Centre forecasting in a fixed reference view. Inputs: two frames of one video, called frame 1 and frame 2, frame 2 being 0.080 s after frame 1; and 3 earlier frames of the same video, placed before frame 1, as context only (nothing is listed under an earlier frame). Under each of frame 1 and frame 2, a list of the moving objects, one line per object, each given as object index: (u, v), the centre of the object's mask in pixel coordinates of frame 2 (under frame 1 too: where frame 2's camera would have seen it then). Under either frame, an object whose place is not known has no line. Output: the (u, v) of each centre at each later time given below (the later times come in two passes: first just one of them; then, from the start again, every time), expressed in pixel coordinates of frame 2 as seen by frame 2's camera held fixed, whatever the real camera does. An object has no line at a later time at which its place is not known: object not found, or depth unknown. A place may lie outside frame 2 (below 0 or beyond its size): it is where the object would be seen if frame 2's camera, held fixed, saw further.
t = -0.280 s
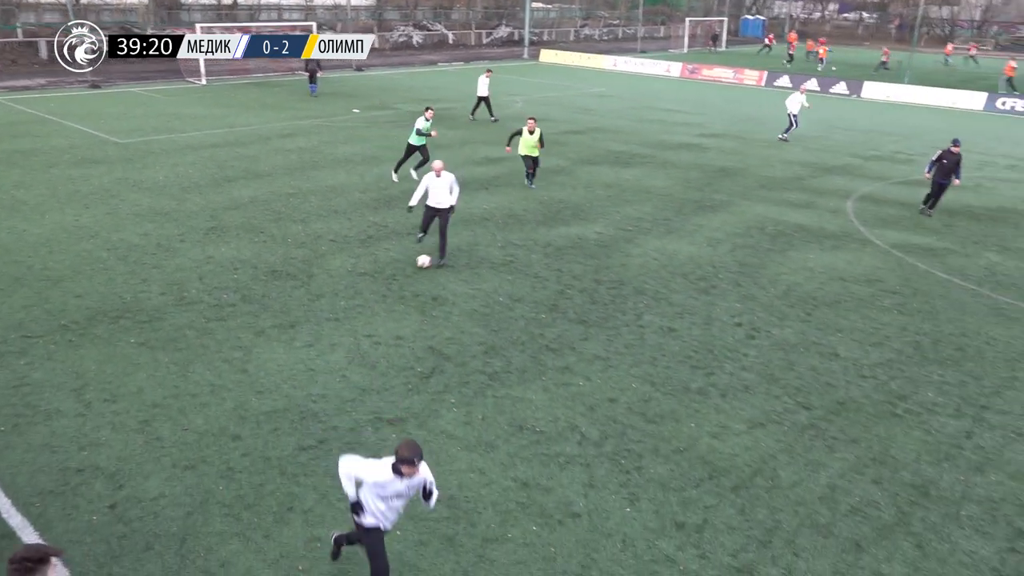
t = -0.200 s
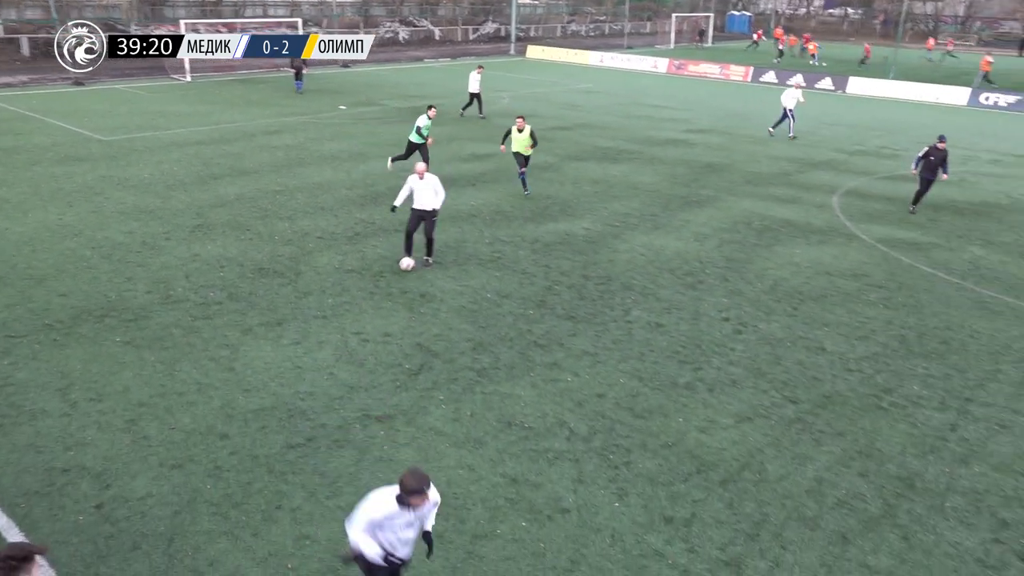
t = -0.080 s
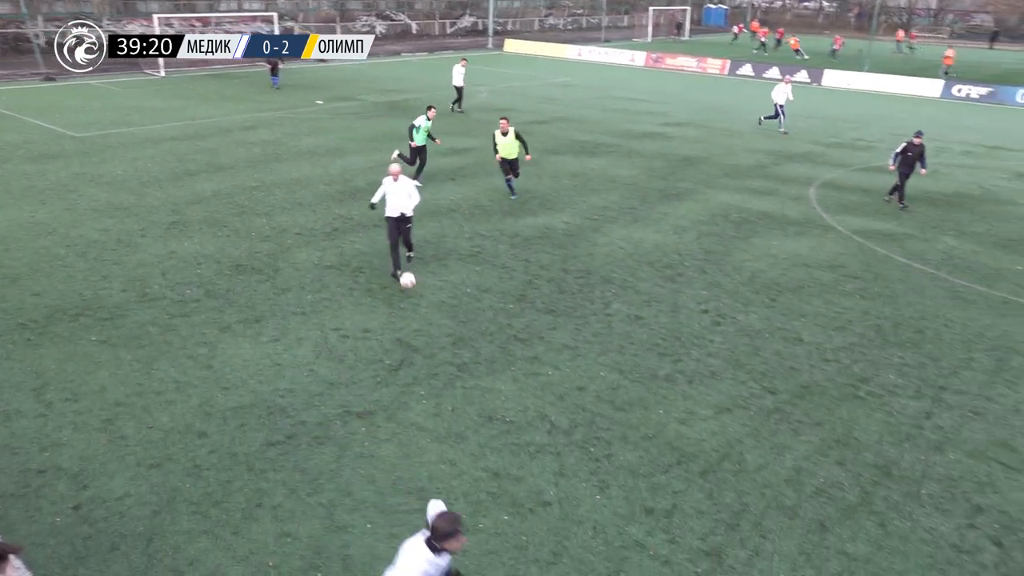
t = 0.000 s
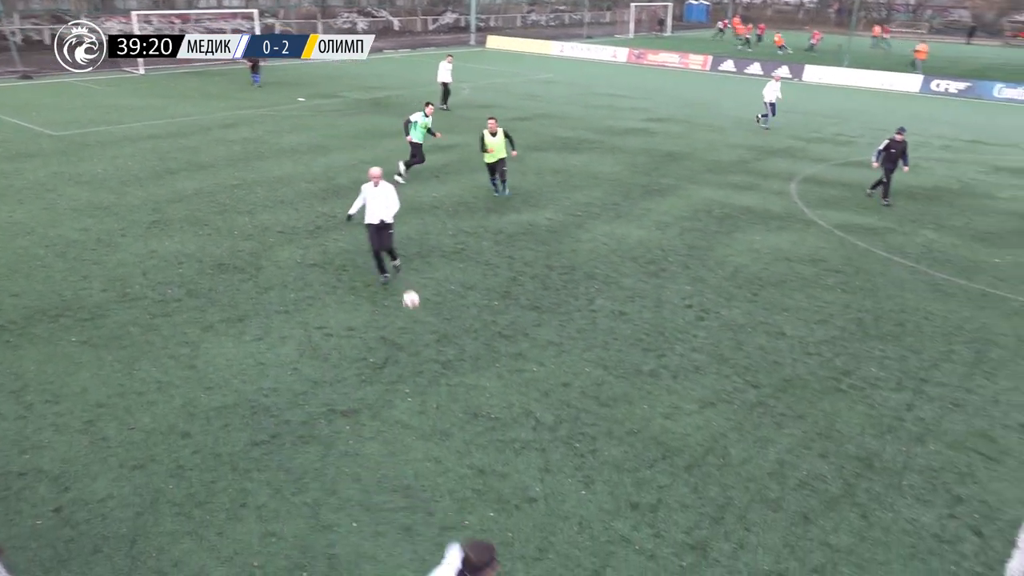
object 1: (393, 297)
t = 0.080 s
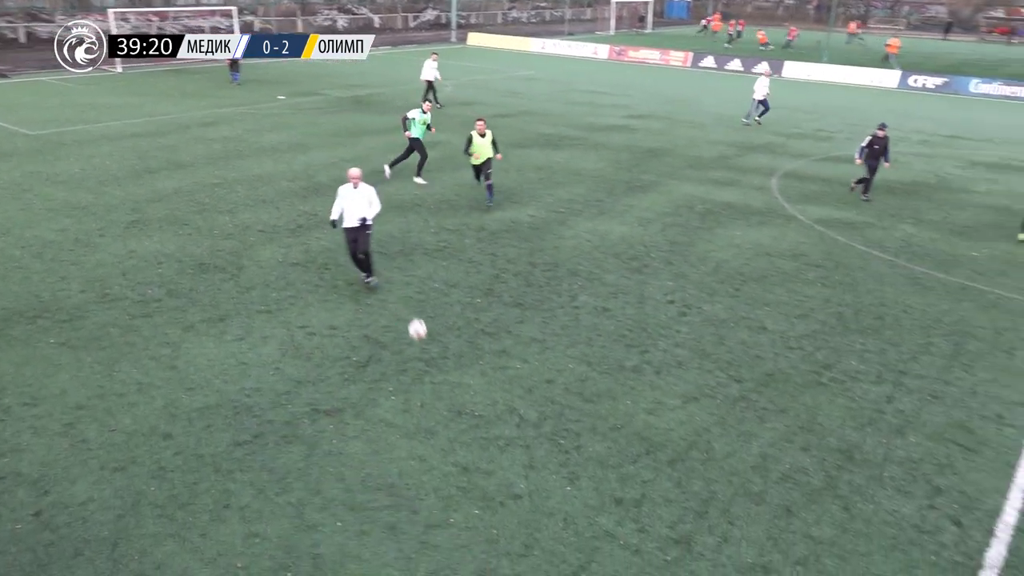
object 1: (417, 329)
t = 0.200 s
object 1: (463, 401)
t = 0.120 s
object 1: (431, 350)
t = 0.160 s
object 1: (446, 373)
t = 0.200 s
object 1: (463, 401)
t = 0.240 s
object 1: (482, 434)
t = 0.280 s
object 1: (501, 465)
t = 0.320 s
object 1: (519, 481)
